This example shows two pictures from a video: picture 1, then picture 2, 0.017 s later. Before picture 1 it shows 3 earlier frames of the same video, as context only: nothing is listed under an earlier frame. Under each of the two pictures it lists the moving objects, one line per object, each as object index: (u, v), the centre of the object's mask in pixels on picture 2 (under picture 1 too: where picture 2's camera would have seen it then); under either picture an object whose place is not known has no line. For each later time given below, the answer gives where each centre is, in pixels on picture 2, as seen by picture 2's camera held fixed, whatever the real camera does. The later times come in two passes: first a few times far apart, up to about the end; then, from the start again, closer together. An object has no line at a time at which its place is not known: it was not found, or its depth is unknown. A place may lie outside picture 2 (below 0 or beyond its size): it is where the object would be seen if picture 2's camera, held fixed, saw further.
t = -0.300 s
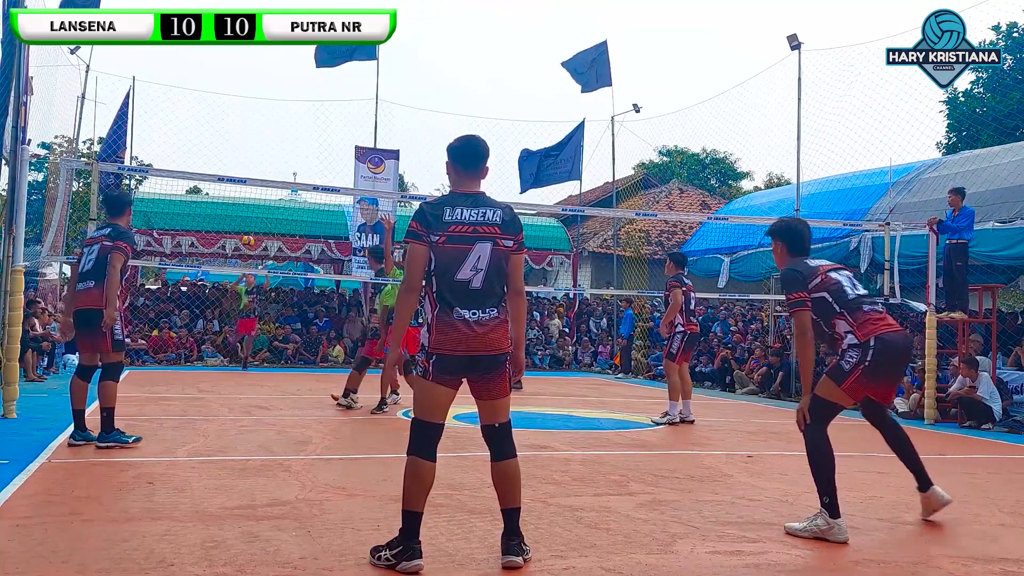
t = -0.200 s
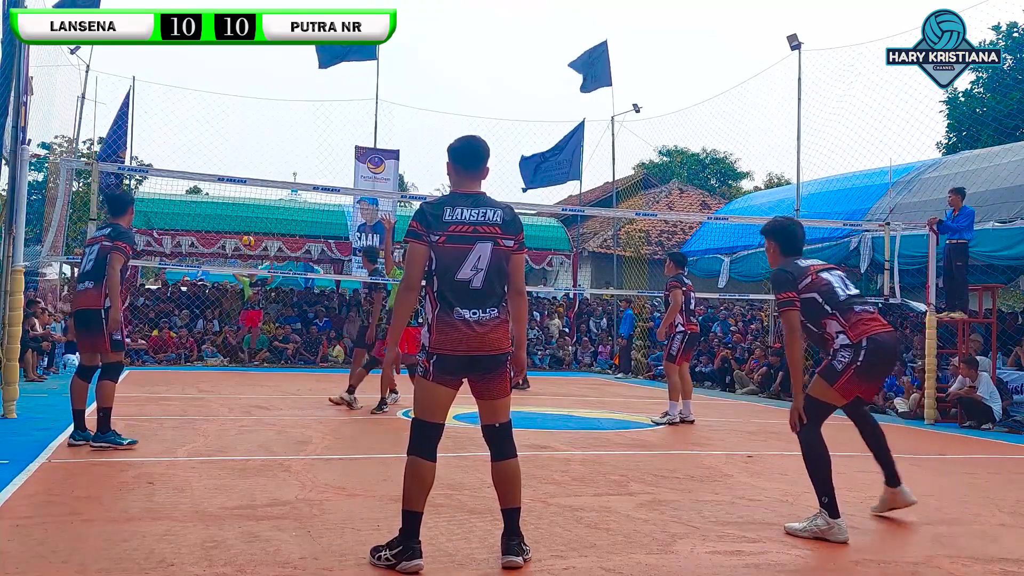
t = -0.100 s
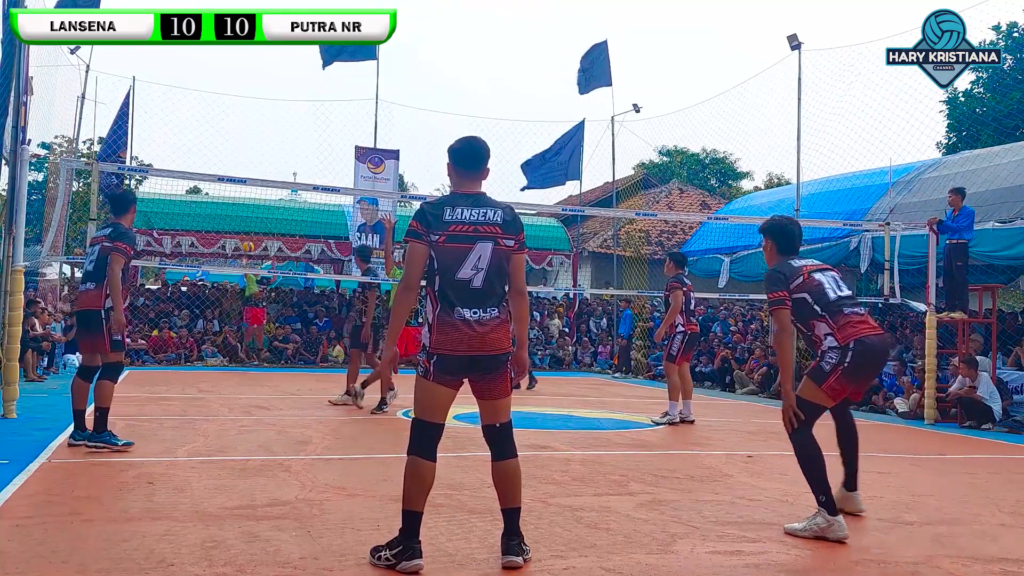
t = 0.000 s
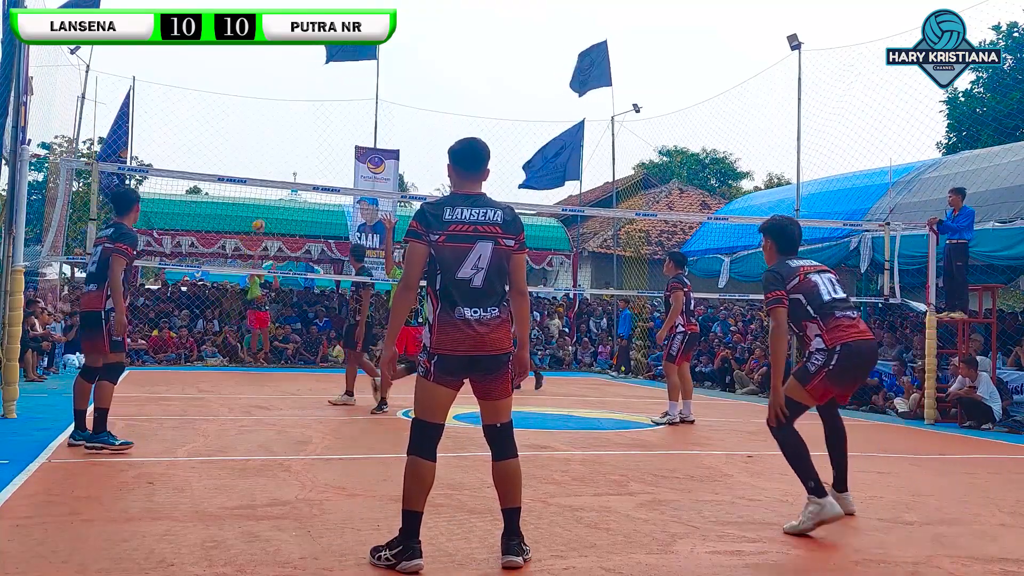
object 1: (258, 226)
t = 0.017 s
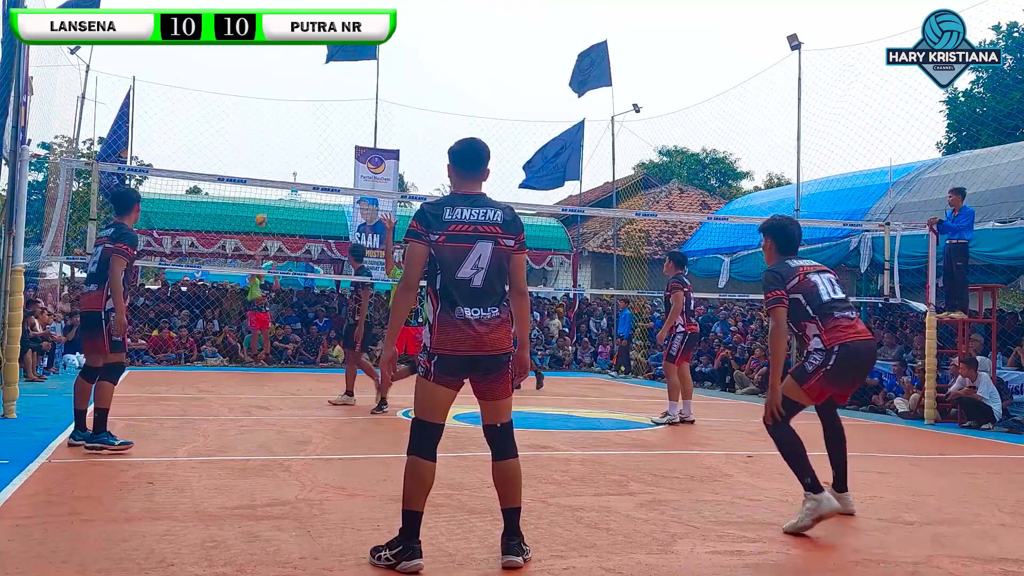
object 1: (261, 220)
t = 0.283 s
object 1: (307, 142)
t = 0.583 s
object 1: (380, 81)
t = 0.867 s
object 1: (490, 79)
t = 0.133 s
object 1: (281, 179)
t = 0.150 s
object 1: (283, 177)
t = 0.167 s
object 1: (287, 174)
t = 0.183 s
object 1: (289, 169)
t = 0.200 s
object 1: (292, 164)
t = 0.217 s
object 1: (295, 159)
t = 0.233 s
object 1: (298, 155)
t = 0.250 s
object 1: (301, 150)
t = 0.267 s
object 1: (304, 146)
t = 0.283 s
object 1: (307, 142)
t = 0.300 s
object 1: (310, 138)
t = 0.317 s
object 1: (313, 134)
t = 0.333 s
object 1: (317, 129)
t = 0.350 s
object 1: (320, 126)
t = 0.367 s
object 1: (323, 122)
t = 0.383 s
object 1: (327, 118)
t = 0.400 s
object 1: (330, 114)
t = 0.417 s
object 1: (334, 111)
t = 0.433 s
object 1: (338, 107)
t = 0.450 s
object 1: (342, 104)
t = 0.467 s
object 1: (346, 101)
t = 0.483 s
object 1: (351, 98)
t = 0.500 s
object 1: (355, 95)
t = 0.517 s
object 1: (359, 92)
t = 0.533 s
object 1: (364, 89)
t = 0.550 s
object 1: (369, 86)
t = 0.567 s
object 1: (374, 84)
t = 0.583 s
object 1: (380, 81)
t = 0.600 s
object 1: (385, 79)
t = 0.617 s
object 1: (390, 77)
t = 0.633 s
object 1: (396, 75)
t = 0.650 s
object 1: (402, 74)
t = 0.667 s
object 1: (408, 73)
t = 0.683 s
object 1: (414, 72)
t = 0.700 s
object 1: (420, 71)
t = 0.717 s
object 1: (426, 71)
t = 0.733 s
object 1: (433, 70)
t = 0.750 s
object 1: (440, 70)
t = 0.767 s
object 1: (447, 70)
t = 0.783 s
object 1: (454, 71)
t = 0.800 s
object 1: (461, 72)
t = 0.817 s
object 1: (468, 73)
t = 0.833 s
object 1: (475, 75)
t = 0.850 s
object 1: (483, 77)
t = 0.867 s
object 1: (490, 79)
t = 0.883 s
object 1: (498, 82)
